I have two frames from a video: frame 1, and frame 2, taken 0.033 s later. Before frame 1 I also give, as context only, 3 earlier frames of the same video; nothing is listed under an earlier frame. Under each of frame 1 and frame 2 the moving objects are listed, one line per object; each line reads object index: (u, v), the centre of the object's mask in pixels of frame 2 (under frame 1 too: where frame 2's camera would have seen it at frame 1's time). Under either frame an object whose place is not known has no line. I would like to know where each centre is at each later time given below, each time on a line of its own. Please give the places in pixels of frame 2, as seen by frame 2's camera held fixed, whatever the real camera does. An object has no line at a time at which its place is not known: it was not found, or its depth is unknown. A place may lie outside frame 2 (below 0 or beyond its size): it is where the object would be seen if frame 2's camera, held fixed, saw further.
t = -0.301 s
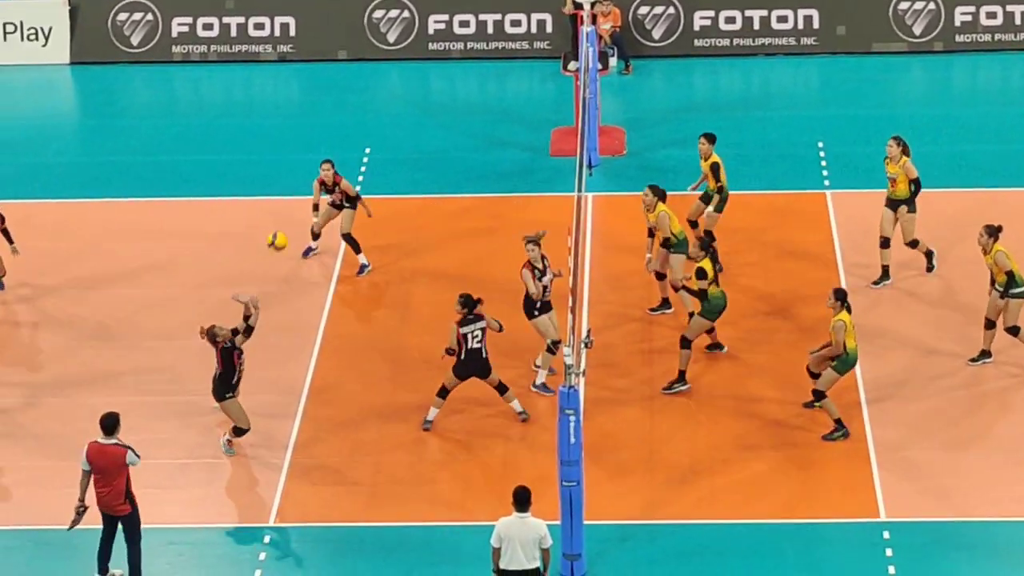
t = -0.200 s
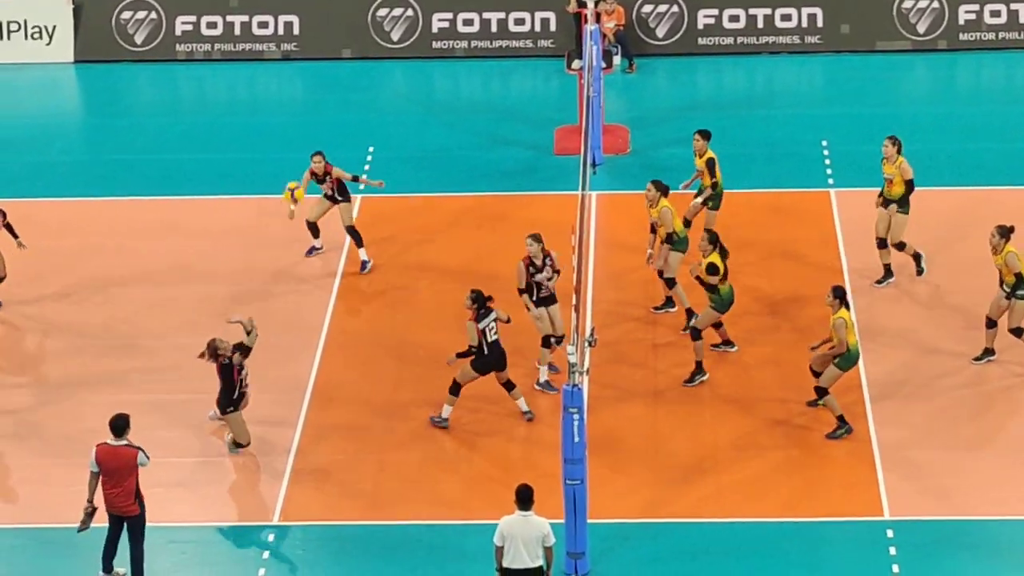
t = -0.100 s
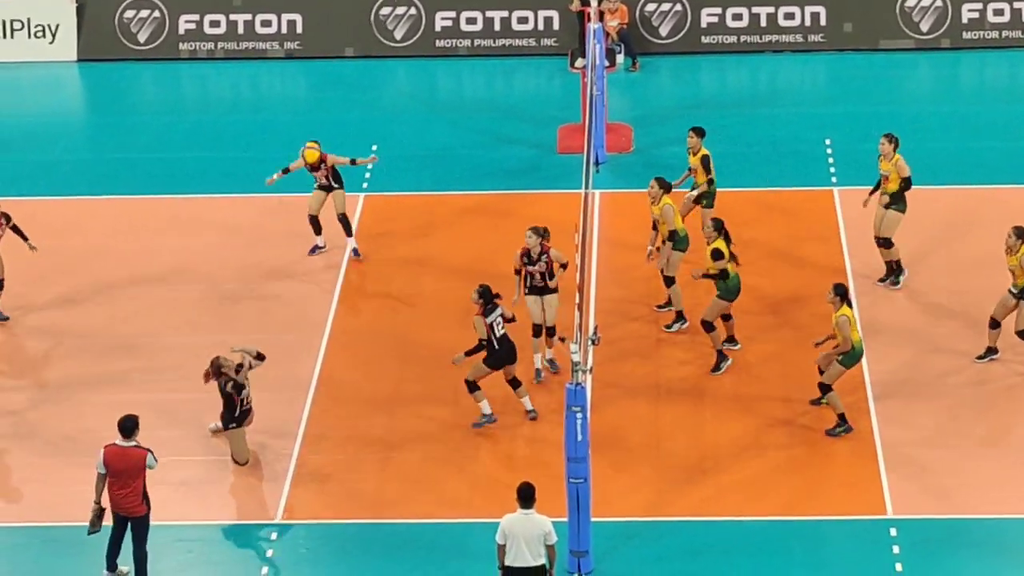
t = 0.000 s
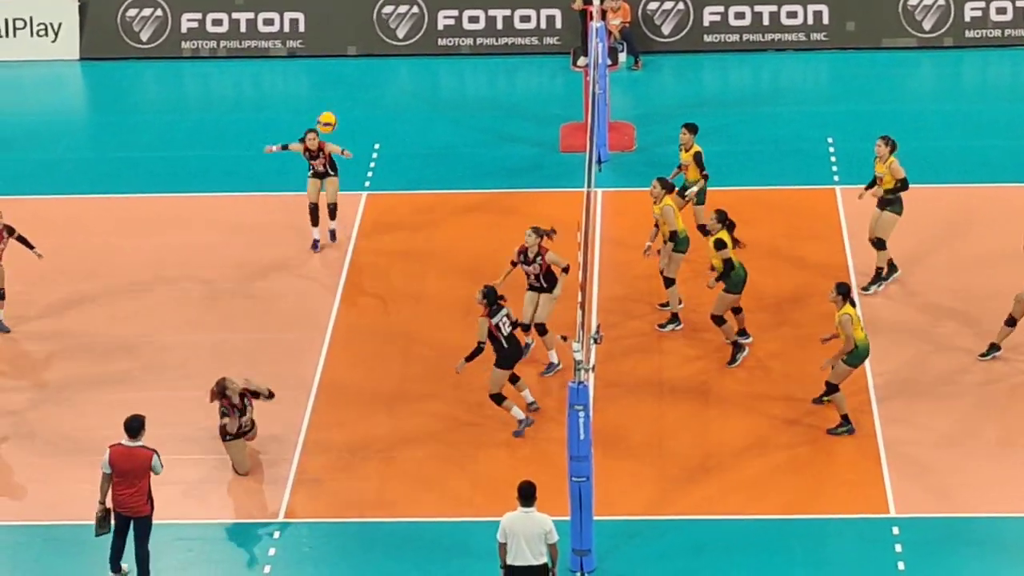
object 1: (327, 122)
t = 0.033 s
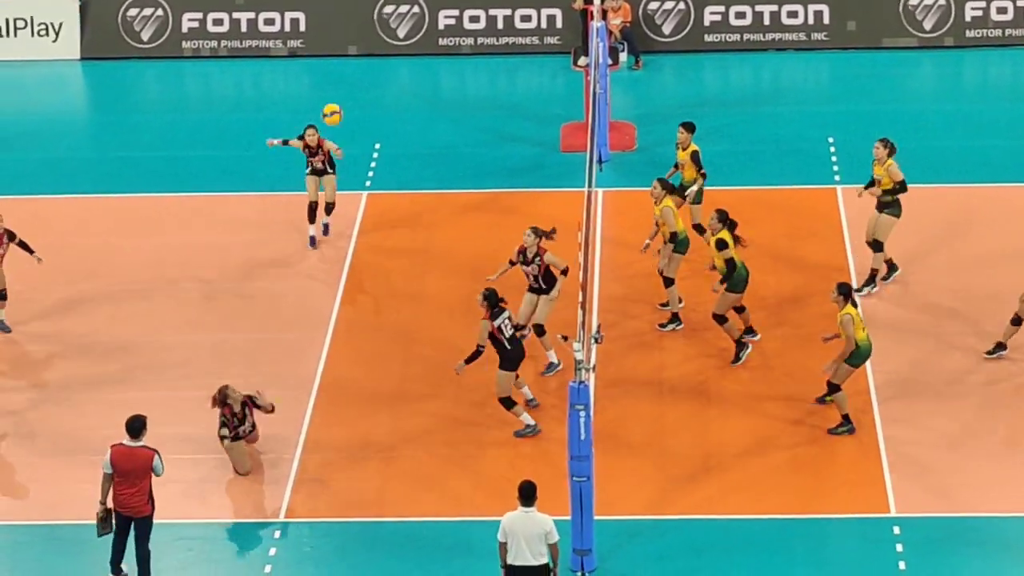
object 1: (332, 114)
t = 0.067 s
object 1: (336, 108)
